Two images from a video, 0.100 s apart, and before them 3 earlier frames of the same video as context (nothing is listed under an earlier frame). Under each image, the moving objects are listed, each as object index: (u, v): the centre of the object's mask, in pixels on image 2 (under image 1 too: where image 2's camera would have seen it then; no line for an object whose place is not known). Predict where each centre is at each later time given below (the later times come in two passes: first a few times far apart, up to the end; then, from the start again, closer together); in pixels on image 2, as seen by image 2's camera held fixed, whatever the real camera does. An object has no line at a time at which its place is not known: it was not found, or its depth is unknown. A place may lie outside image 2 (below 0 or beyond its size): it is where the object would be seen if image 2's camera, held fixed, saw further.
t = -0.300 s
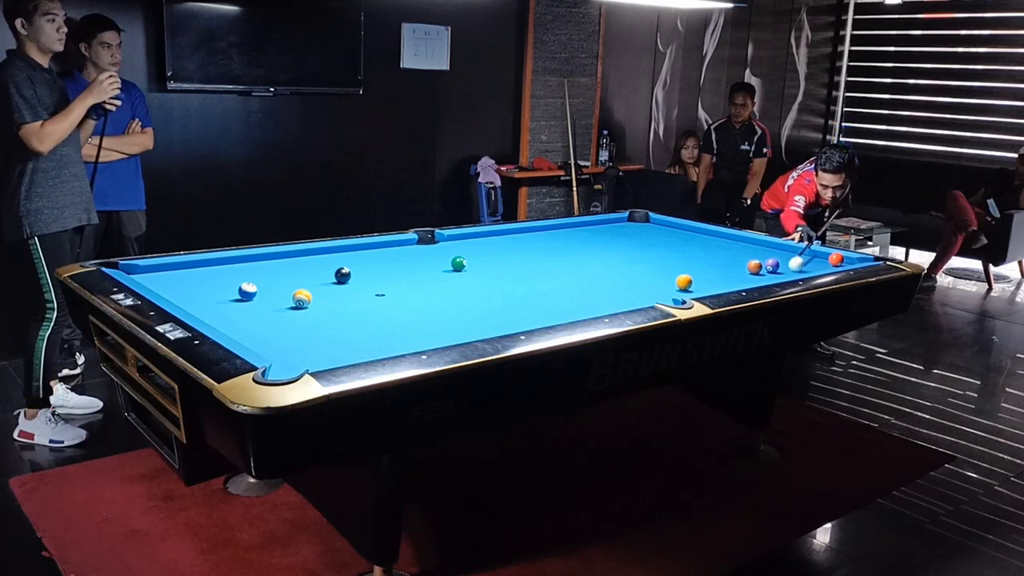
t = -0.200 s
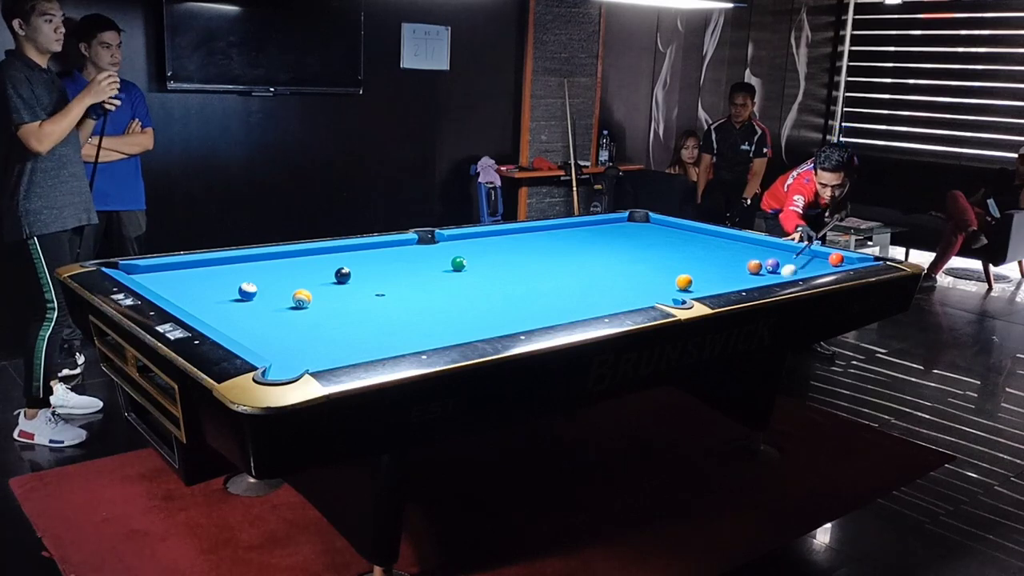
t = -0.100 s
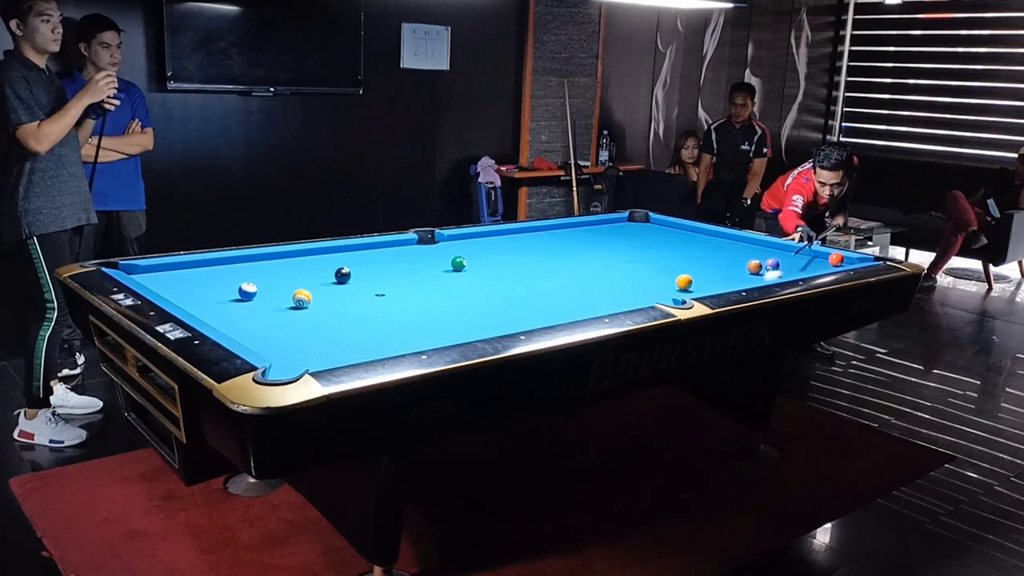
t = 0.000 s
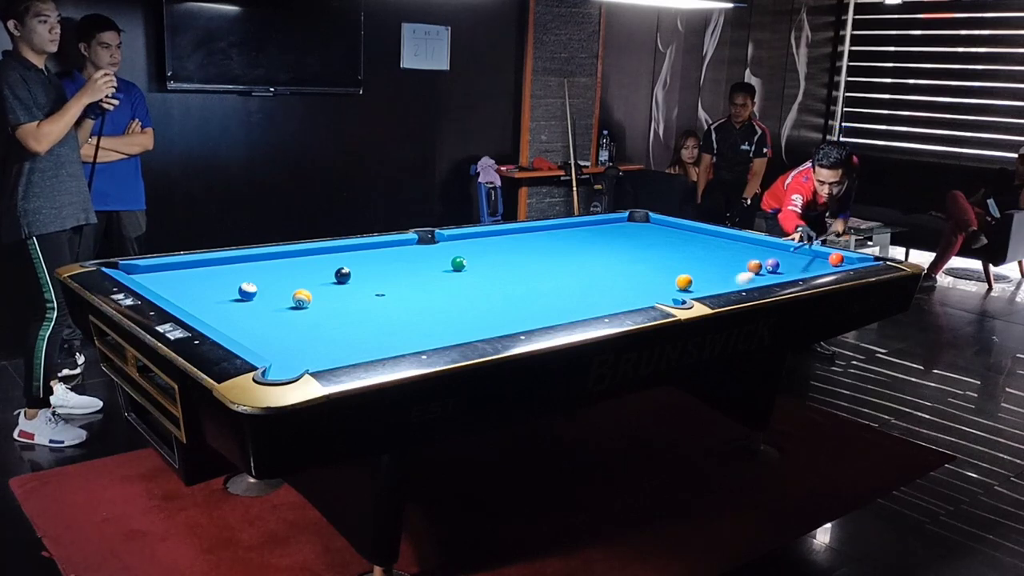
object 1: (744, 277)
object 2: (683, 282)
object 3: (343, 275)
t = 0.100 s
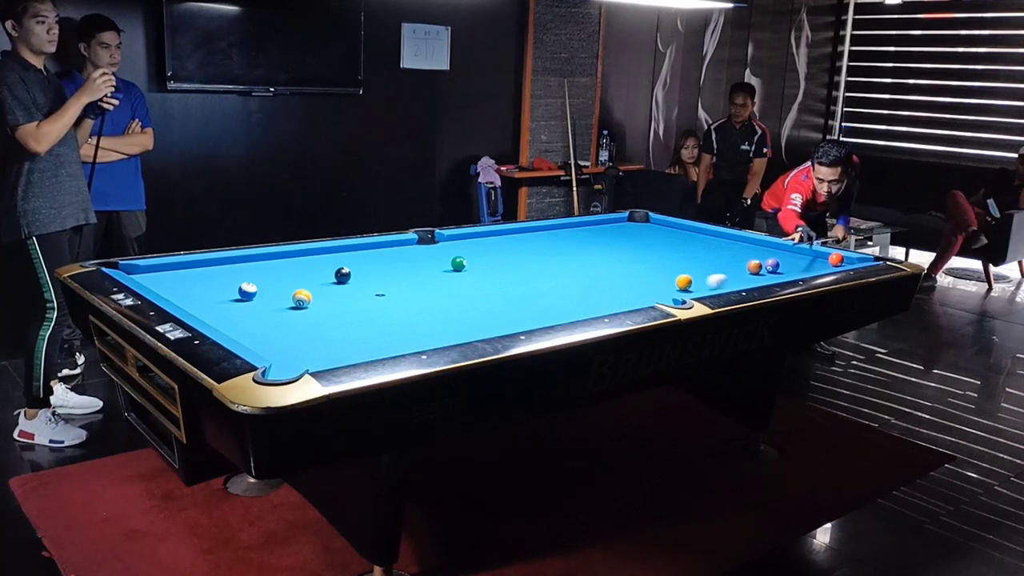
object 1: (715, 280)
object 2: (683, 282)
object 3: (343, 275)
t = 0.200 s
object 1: (700, 283)
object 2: (671, 281)
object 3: (343, 275)
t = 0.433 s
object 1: (687, 287)
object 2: (619, 280)
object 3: (343, 275)
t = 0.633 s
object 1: (674, 291)
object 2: (577, 279)
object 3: (343, 275)
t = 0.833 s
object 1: (662, 297)
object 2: (536, 279)
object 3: (343, 275)
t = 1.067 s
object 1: (646, 300)
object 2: (489, 278)
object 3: (342, 275)
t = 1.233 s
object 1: (633, 299)
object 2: (457, 277)
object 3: (343, 275)
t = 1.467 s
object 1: (614, 298)
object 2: (412, 276)
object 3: (343, 275)
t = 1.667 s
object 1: (600, 294)
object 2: (374, 276)
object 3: (342, 275)
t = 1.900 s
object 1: (585, 291)
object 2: (352, 277)
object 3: (323, 274)
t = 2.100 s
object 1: (573, 288)
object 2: (342, 277)
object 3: (300, 273)
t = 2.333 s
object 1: (561, 285)
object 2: (331, 278)
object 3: (274, 272)
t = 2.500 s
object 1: (553, 283)
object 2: (325, 279)
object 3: (257, 271)
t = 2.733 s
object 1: (543, 280)
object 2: (316, 279)
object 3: (234, 270)
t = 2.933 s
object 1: (536, 278)
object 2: (310, 280)
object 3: (215, 269)
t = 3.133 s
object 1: (529, 276)
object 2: (305, 280)
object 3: (197, 268)
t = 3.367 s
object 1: (522, 274)
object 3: (178, 267)
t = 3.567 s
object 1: (516, 273)
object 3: (163, 267)
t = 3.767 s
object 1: (512, 271)
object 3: (158, 269)
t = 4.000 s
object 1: (508, 270)
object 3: (152, 271)
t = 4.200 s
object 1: (505, 269)
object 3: (147, 272)
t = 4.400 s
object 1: (503, 268)
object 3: (143, 273)
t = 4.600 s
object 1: (502, 268)
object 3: (140, 273)
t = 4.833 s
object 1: (501, 267)
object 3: (137, 273)
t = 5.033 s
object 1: (500, 267)
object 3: (135, 273)
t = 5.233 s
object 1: (500, 267)
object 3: (135, 273)
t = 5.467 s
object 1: (500, 267)
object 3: (135, 273)
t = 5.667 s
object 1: (500, 267)
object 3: (135, 273)
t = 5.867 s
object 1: (500, 267)
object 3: (135, 273)
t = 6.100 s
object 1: (500, 267)
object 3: (135, 273)
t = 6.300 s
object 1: (500, 267)
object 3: (135, 273)
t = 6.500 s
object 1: (500, 267)
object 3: (135, 273)
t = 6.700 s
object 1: (500, 267)
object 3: (135, 273)
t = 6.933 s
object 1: (500, 267)
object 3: (135, 273)
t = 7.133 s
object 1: (500, 267)
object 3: (135, 273)
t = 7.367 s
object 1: (500, 267)
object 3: (135, 273)
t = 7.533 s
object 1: (500, 267)
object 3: (135, 273)
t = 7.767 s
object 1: (500, 267)
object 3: (135, 273)
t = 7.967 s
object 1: (500, 267)
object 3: (135, 273)
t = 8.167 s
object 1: (500, 267)
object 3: (135, 273)
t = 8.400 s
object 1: (500, 267)
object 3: (135, 273)
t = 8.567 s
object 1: (500, 267)
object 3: (135, 273)
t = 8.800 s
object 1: (500, 267)
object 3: (135, 273)
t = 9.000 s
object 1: (500, 267)
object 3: (135, 273)
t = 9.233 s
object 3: (135, 273)
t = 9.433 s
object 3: (135, 273)
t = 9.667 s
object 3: (135, 273)
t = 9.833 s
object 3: (135, 273)
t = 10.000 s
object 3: (135, 273)
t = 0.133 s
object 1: (706, 281)
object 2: (683, 282)
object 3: (343, 275)
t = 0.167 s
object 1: (700, 283)
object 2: (680, 281)
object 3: (343, 275)
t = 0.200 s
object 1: (700, 283)
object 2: (671, 281)
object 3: (343, 275)
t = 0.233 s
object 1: (699, 284)
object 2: (662, 281)
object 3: (343, 275)
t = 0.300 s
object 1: (695, 285)
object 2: (647, 281)
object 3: (343, 275)
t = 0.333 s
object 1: (693, 286)
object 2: (640, 281)
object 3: (343, 275)
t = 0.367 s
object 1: (691, 286)
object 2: (633, 280)
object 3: (343, 275)
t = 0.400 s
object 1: (689, 287)
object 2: (626, 280)
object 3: (343, 275)
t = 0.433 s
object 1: (687, 287)
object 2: (619, 280)
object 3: (343, 275)
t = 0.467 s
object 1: (685, 288)
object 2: (612, 280)
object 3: (343, 275)
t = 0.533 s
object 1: (681, 289)
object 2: (598, 280)
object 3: (343, 275)
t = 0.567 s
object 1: (678, 290)
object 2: (591, 280)
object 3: (343, 275)
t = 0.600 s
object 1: (676, 291)
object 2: (584, 280)
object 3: (343, 275)
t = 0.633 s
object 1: (674, 291)
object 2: (577, 279)
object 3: (343, 275)
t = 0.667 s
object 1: (672, 292)
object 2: (570, 279)
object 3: (343, 275)
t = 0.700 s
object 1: (669, 293)
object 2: (563, 279)
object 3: (343, 275)
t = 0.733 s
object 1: (667, 294)
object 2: (556, 279)
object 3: (343, 275)
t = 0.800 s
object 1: (663, 296)
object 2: (543, 279)
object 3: (343, 275)
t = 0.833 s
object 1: (662, 297)
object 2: (536, 279)
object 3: (343, 275)
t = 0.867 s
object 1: (659, 297)
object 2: (529, 279)
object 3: (343, 275)
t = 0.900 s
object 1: (657, 297)
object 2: (522, 278)
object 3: (343, 275)
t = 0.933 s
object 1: (655, 298)
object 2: (516, 278)
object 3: (343, 275)
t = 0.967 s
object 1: (652, 298)
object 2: (509, 278)
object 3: (343, 275)
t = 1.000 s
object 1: (650, 299)
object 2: (502, 278)
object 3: (343, 275)
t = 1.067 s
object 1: (646, 300)
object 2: (489, 278)
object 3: (342, 275)
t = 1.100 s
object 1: (643, 300)
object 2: (483, 278)
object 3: (342, 275)
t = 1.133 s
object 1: (641, 300)
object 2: (476, 278)
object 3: (342, 275)
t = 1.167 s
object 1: (638, 300)
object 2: (470, 277)
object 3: (343, 275)
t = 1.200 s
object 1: (635, 300)
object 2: (464, 277)
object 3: (343, 275)
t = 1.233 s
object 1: (633, 299)
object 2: (457, 277)
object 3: (343, 275)
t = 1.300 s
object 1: (627, 299)
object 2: (444, 277)
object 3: (343, 275)
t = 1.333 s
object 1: (625, 299)
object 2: (437, 277)
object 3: (343, 275)
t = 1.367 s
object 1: (622, 299)
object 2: (431, 277)
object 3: (343, 275)
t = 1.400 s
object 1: (619, 299)
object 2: (424, 277)
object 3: (343, 275)
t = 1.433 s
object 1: (617, 299)
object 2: (418, 277)
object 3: (343, 275)
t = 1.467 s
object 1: (614, 298)
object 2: (412, 276)
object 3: (343, 275)
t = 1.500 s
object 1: (612, 297)
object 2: (405, 276)
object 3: (343, 275)
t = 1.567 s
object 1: (607, 296)
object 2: (393, 276)
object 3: (343, 275)
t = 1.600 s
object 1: (605, 296)
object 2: (386, 276)
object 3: (343, 275)
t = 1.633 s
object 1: (602, 295)
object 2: (380, 276)
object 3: (343, 275)
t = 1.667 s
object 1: (600, 294)
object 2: (374, 276)
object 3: (342, 275)
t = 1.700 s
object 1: (598, 294)
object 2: (368, 276)
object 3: (343, 275)
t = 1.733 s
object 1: (596, 294)
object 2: (362, 276)
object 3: (342, 275)
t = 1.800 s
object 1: (591, 292)
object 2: (357, 276)
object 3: (335, 275)
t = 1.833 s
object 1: (589, 292)
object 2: (355, 276)
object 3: (330, 274)
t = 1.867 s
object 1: (587, 291)
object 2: (353, 277)
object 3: (327, 274)
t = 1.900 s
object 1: (585, 291)
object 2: (352, 277)
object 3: (323, 274)
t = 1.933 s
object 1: (583, 290)
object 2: (350, 277)
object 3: (319, 274)
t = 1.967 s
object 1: (581, 290)
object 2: (348, 277)
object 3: (315, 274)
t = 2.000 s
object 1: (579, 289)
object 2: (347, 277)
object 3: (311, 273)
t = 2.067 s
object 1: (575, 288)
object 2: (343, 277)
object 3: (304, 273)
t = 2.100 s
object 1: (573, 288)
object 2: (342, 277)
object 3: (300, 273)
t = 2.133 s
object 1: (572, 287)
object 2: (340, 278)
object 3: (296, 273)
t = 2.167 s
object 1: (570, 287)
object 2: (339, 278)
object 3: (293, 273)
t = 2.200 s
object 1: (568, 286)
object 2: (337, 278)
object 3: (289, 272)
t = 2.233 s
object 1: (566, 286)
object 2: (336, 278)
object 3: (285, 272)
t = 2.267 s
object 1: (565, 286)
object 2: (334, 278)
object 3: (282, 272)
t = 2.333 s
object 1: (561, 285)
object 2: (331, 278)
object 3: (274, 272)
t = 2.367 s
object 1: (560, 284)
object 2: (330, 278)
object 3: (271, 271)
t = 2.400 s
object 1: (558, 284)
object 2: (329, 278)
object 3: (267, 271)
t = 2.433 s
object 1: (556, 283)
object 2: (328, 279)
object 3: (264, 271)
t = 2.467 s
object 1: (555, 283)
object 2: (326, 279)
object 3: (261, 271)
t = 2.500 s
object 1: (553, 283)
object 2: (325, 279)
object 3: (257, 271)
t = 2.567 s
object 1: (550, 282)
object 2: (322, 279)
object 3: (250, 271)
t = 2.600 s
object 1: (549, 281)
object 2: (321, 279)
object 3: (247, 270)
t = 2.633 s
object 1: (547, 281)
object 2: (320, 279)
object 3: (244, 270)
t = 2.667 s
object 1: (546, 281)
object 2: (319, 279)
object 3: (241, 270)
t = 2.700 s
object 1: (545, 280)
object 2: (317, 279)
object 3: (238, 270)
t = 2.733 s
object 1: (543, 280)
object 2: (316, 279)
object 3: (234, 270)
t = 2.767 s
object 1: (542, 280)
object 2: (315, 280)
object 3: (231, 269)
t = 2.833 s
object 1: (539, 279)
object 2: (313, 280)
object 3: (224, 269)
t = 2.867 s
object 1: (538, 279)
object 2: (312, 280)
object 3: (221, 269)
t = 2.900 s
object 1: (537, 278)
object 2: (311, 280)
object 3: (218, 269)
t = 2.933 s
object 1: (536, 278)
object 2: (310, 280)
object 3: (215, 269)
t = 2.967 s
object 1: (534, 278)
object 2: (309, 280)
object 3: (212, 269)
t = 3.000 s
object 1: (533, 277)
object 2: (308, 280)
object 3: (210, 269)
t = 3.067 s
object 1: (531, 277)
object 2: (307, 280)
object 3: (203, 268)
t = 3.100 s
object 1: (530, 276)
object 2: (306, 280)
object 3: (200, 268)
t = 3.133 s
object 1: (529, 276)
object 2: (305, 280)
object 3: (197, 268)
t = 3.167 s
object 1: (528, 276)
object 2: (304, 280)
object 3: (195, 268)
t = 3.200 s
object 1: (527, 276)
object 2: (303, 280)
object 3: (191, 268)
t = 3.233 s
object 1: (525, 275)
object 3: (188, 268)
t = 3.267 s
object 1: (525, 275)
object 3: (186, 268)
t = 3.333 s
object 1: (523, 274)
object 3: (181, 267)
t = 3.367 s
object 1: (522, 274)
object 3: (178, 267)
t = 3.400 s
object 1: (520, 274)
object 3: (175, 268)
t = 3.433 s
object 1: (520, 274)
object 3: (172, 268)
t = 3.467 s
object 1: (519, 273)
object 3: (170, 267)
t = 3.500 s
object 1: (518, 273)
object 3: (167, 267)
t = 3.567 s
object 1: (516, 273)
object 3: (163, 267)
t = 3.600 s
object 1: (515, 272)
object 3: (162, 268)
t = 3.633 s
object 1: (515, 272)
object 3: (161, 268)
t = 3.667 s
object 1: (514, 272)
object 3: (160, 268)
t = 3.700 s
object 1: (513, 272)
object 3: (159, 268)
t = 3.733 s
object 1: (512, 271)
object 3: (158, 269)
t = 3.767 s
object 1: (512, 271)
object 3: (158, 269)
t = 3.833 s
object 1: (511, 271)
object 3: (156, 269)
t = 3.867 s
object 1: (510, 271)
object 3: (155, 270)
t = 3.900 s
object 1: (509, 271)
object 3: (154, 270)
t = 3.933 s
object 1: (509, 270)
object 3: (153, 270)
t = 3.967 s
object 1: (508, 270)
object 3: (153, 270)
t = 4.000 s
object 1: (508, 270)
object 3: (152, 271)
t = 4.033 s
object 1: (507, 270)
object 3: (151, 271)
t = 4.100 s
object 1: (506, 269)
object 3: (149, 271)
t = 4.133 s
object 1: (506, 269)
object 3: (149, 272)
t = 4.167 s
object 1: (506, 269)
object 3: (148, 272)
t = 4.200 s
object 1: (505, 269)
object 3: (147, 272)
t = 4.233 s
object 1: (505, 269)
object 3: (146, 272)
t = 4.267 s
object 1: (504, 269)
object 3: (146, 272)
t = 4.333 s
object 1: (504, 268)
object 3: (144, 273)
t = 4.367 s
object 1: (503, 268)
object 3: (144, 273)
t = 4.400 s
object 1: (503, 268)
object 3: (143, 273)
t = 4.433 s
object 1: (503, 268)
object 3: (143, 273)
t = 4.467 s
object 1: (503, 268)
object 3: (142, 273)
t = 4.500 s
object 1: (502, 268)
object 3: (142, 273)
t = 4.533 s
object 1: (502, 268)
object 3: (141, 273)
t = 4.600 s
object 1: (502, 268)
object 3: (140, 273)
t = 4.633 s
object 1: (502, 268)
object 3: (140, 273)
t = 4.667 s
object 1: (501, 267)
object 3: (139, 273)
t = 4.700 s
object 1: (501, 267)
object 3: (139, 273)
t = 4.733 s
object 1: (501, 267)
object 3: (138, 273)
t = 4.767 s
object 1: (501, 267)
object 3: (138, 273)
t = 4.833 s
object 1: (501, 267)
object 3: (137, 273)
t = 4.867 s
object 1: (500, 267)
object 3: (137, 273)
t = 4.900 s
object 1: (500, 267)
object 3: (137, 273)
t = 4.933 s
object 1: (500, 267)
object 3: (136, 273)
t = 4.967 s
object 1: (500, 267)
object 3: (136, 273)
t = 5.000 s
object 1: (500, 267)
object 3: (136, 273)
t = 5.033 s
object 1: (500, 267)
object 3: (135, 273)
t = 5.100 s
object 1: (500, 267)
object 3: (135, 273)
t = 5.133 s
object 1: (500, 267)
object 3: (135, 273)
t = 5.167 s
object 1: (500, 267)
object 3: (135, 273)
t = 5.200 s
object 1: (500, 267)
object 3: (135, 273)
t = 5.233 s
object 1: (500, 267)
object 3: (135, 273)
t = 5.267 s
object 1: (500, 267)
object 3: (136, 273)
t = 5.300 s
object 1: (500, 267)
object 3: (135, 273)
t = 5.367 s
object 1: (500, 267)
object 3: (135, 273)
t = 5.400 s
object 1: (500, 267)
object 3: (135, 273)
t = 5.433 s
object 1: (500, 267)
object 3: (135, 273)
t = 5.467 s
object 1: (500, 267)
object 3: (135, 273)
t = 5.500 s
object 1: (500, 267)
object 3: (135, 273)
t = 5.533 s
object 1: (500, 267)
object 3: (135, 273)
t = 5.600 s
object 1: (500, 267)
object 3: (135, 273)
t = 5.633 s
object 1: (500, 267)
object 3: (135, 273)
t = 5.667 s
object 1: (500, 267)
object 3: (135, 273)
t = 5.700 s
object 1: (500, 267)
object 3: (135, 273)
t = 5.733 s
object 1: (500, 267)
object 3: (135, 273)
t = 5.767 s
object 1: (500, 267)
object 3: (135, 273)
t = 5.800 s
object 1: (500, 267)
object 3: (135, 273)
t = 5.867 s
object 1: (500, 267)
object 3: (135, 273)
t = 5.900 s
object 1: (500, 267)
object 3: (135, 273)
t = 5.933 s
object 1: (500, 267)
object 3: (135, 273)
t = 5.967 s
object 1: (500, 267)
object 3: (135, 273)
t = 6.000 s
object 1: (500, 267)
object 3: (135, 273)
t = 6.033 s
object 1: (500, 267)
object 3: (135, 273)
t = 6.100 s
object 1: (500, 267)
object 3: (135, 273)
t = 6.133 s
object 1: (500, 267)
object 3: (135, 273)
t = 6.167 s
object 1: (500, 267)
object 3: (135, 273)
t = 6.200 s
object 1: (500, 267)
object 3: (135, 273)
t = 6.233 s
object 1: (500, 267)
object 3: (135, 273)
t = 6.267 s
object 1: (500, 267)
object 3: (135, 273)
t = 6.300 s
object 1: (500, 267)
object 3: (135, 273)
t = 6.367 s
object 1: (500, 267)
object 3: (135, 273)
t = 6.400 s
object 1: (500, 267)
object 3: (135, 273)
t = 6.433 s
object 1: (500, 267)
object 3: (135, 273)
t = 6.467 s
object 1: (500, 267)
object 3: (135, 273)
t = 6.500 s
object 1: (500, 267)
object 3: (135, 273)
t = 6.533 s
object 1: (500, 267)
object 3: (135, 273)
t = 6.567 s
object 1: (500, 267)
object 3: (135, 273)
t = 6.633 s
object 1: (500, 267)
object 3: (135, 273)
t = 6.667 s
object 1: (500, 267)
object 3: (135, 273)
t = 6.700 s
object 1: (500, 267)
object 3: (135, 273)
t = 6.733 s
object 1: (500, 267)
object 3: (135, 273)
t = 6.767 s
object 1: (500, 267)
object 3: (135, 273)
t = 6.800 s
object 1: (500, 267)
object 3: (135, 273)
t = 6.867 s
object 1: (500, 267)
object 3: (135, 273)
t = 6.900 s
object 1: (500, 267)
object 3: (135, 273)
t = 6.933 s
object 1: (500, 267)
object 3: (135, 273)
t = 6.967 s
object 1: (500, 267)
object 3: (135, 273)
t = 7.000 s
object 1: (500, 267)
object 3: (135, 273)
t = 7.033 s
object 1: (500, 267)
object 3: (135, 273)
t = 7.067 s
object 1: (500, 267)
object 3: (135, 273)
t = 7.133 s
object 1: (500, 267)
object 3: (135, 273)
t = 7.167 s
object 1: (500, 267)
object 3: (135, 273)
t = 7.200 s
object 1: (500, 267)
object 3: (135, 273)
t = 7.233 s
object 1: (500, 267)
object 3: (135, 273)
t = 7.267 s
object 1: (500, 267)
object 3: (135, 273)
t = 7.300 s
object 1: (500, 267)
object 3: (135, 273)
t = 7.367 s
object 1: (500, 267)
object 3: (135, 273)
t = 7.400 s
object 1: (500, 267)
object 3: (135, 273)
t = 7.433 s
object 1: (500, 267)
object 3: (135, 273)
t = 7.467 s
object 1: (500, 267)
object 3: (135, 273)
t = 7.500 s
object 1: (500, 267)
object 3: (135, 273)
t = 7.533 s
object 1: (500, 267)
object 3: (135, 273)
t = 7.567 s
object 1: (500, 267)
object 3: (135, 273)
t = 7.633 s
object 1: (500, 267)
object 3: (135, 273)
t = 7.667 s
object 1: (500, 267)
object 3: (135, 273)
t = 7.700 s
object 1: (500, 267)
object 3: (135, 273)
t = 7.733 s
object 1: (500, 267)
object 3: (135, 273)
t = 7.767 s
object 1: (500, 267)
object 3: (135, 273)
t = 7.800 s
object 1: (500, 267)
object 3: (135, 273)
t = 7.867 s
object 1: (500, 267)
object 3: (135, 273)
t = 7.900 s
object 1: (500, 267)
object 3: (135, 273)
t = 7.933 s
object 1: (500, 267)
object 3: (135, 273)
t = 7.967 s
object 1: (500, 267)
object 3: (135, 273)
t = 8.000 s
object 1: (500, 267)
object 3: (135, 273)
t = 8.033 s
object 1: (500, 267)
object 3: (135, 273)
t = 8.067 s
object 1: (500, 267)
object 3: (135, 273)
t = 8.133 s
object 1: (500, 267)
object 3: (135, 273)
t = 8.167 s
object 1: (500, 267)
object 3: (135, 273)
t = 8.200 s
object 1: (500, 267)
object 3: (135, 273)
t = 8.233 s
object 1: (500, 267)
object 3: (135, 273)
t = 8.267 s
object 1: (500, 267)
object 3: (135, 273)
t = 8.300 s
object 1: (500, 267)
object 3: (135, 273)
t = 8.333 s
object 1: (500, 267)
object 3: (135, 273)
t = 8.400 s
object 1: (500, 267)
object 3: (135, 273)
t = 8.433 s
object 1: (500, 267)
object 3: (135, 273)
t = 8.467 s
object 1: (500, 267)
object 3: (135, 273)
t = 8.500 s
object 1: (500, 267)
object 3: (135, 273)
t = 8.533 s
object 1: (500, 267)
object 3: (135, 273)
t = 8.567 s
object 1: (500, 267)
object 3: (135, 273)
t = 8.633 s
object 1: (500, 267)
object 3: (135, 273)
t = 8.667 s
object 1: (500, 267)
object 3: (135, 273)
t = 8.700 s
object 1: (500, 267)
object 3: (135, 273)
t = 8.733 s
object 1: (500, 267)
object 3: (135, 273)
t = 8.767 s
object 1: (500, 267)
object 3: (135, 273)
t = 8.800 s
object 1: (500, 267)
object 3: (135, 273)
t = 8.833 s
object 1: (500, 267)
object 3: (135, 273)
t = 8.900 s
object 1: (500, 267)
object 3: (135, 273)
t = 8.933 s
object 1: (500, 267)
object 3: (135, 273)
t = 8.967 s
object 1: (500, 267)
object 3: (135, 273)
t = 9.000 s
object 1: (500, 267)
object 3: (135, 273)
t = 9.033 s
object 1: (500, 267)
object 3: (135, 273)
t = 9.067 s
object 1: (500, 267)
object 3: (135, 273)
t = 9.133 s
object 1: (500, 267)
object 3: (135, 273)
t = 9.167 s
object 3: (135, 273)
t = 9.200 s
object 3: (135, 273)
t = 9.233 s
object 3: (135, 273)
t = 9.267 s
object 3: (135, 273)
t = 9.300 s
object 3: (135, 273)
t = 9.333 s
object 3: (135, 273)
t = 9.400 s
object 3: (135, 273)
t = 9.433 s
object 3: (135, 273)
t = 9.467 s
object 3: (135, 273)
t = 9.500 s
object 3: (135, 273)
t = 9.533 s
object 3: (135, 273)
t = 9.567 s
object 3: (135, 273)
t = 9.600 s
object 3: (135, 273)
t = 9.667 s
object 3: (135, 273)
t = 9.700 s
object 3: (135, 273)
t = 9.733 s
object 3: (135, 273)
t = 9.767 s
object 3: (135, 273)
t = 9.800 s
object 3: (135, 273)
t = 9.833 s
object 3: (135, 273)
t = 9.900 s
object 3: (135, 273)
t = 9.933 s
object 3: (135, 273)
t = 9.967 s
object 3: (135, 273)
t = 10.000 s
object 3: (135, 273)
